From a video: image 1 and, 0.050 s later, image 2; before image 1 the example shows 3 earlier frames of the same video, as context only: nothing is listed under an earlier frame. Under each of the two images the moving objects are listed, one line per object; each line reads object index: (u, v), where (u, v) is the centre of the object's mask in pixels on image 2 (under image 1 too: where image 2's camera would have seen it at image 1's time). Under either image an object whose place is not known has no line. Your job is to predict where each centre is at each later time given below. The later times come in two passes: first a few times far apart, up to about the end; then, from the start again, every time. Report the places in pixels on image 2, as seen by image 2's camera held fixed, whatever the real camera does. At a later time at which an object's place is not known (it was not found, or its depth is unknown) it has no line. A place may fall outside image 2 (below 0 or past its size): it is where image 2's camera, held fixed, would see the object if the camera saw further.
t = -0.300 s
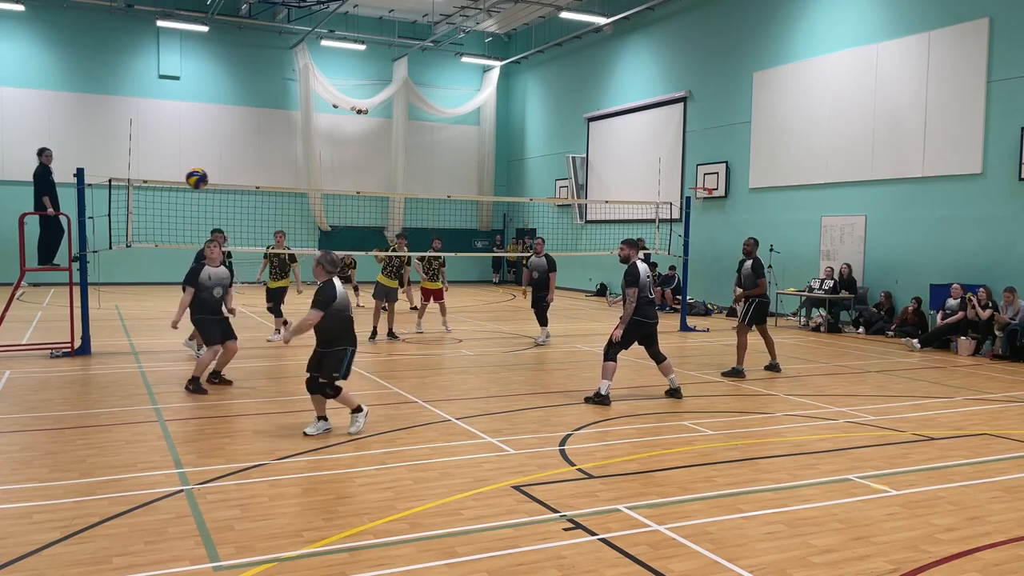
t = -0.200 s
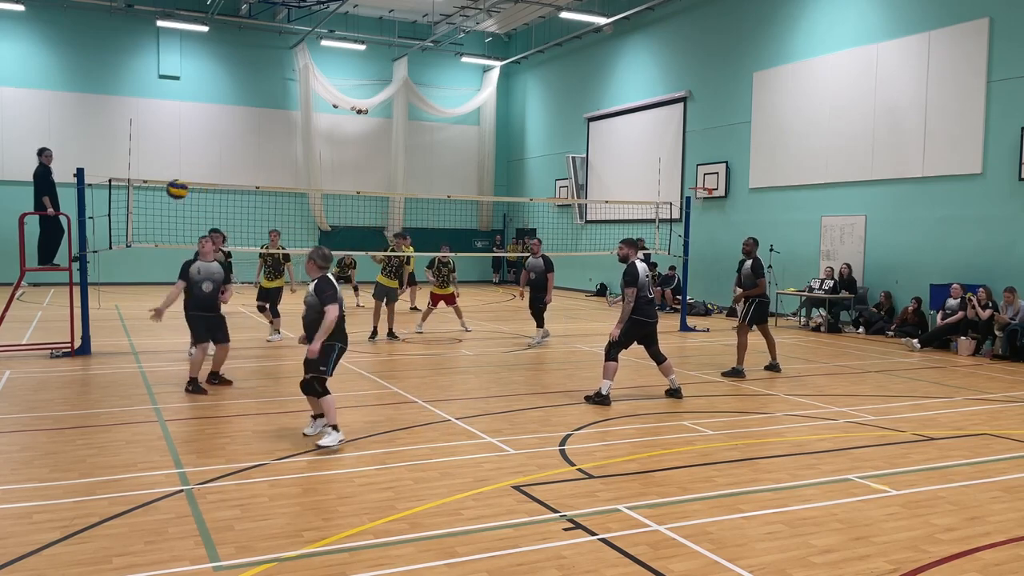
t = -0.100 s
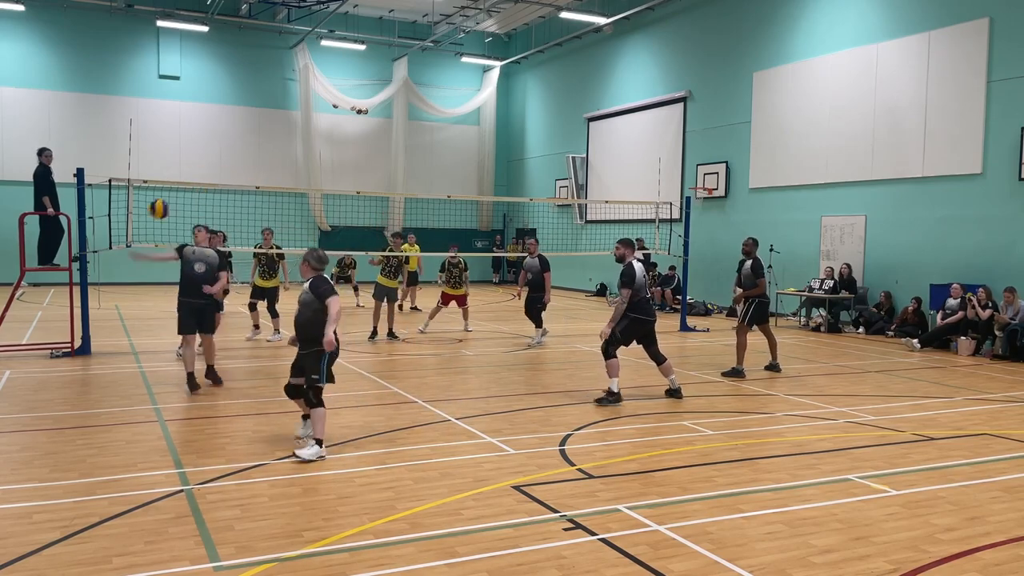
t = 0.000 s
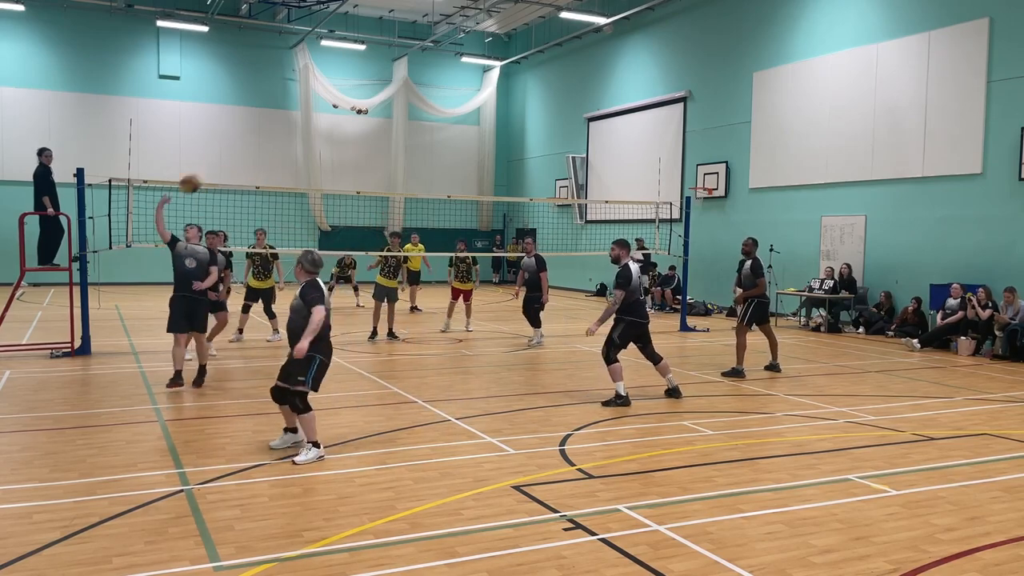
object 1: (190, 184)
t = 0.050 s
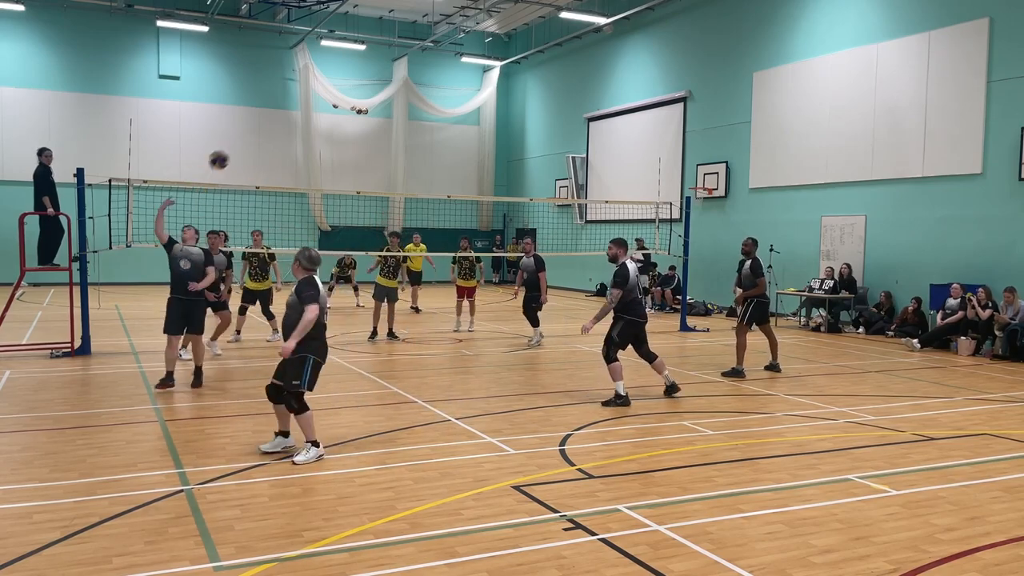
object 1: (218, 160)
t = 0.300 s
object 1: (334, 96)
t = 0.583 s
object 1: (425, 97)
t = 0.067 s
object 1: (228, 153)
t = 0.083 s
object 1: (237, 146)
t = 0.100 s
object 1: (245, 140)
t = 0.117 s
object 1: (253, 135)
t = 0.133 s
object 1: (262, 130)
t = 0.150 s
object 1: (270, 124)
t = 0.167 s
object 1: (277, 120)
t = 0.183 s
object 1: (285, 116)
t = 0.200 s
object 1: (292, 112)
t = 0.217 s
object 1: (300, 109)
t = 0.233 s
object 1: (307, 105)
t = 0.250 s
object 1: (314, 103)
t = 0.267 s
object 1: (321, 100)
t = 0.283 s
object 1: (327, 98)
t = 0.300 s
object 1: (334, 96)
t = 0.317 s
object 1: (340, 94)
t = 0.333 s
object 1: (346, 92)
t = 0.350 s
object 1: (352, 91)
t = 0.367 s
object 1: (358, 90)
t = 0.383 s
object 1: (364, 90)
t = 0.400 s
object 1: (370, 89)
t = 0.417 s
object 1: (375, 89)
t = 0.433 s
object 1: (380, 89)
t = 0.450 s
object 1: (386, 89)
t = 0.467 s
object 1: (391, 89)
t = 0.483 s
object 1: (396, 90)
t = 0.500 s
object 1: (401, 91)
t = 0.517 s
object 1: (406, 92)
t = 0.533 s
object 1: (411, 93)
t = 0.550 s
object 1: (416, 94)
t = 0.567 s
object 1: (420, 95)
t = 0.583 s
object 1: (425, 97)
